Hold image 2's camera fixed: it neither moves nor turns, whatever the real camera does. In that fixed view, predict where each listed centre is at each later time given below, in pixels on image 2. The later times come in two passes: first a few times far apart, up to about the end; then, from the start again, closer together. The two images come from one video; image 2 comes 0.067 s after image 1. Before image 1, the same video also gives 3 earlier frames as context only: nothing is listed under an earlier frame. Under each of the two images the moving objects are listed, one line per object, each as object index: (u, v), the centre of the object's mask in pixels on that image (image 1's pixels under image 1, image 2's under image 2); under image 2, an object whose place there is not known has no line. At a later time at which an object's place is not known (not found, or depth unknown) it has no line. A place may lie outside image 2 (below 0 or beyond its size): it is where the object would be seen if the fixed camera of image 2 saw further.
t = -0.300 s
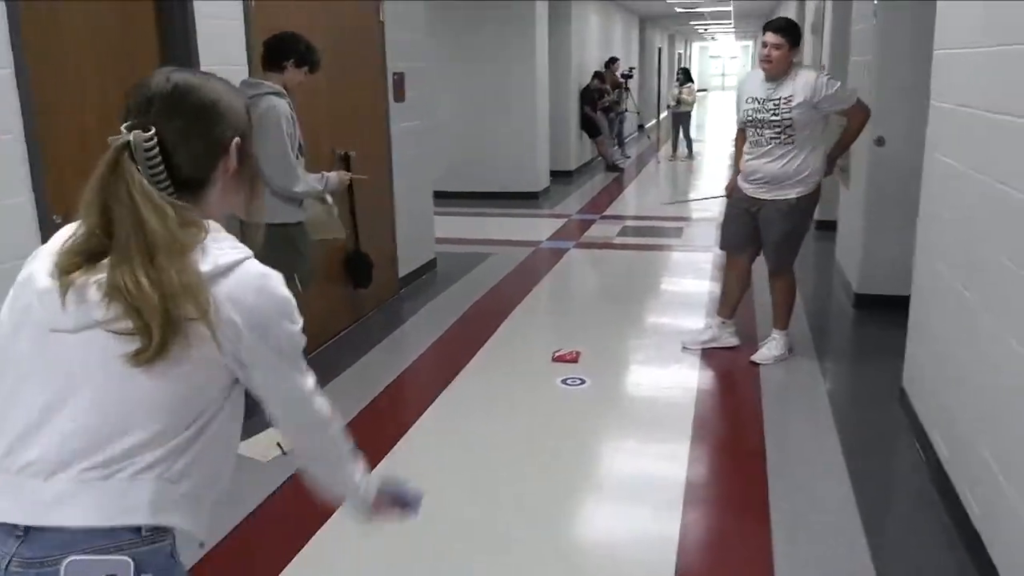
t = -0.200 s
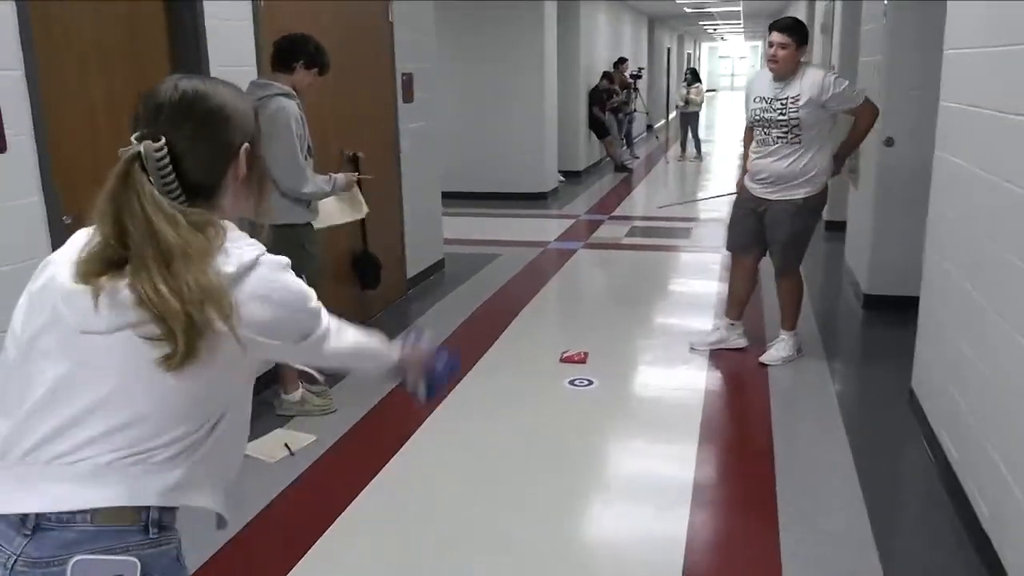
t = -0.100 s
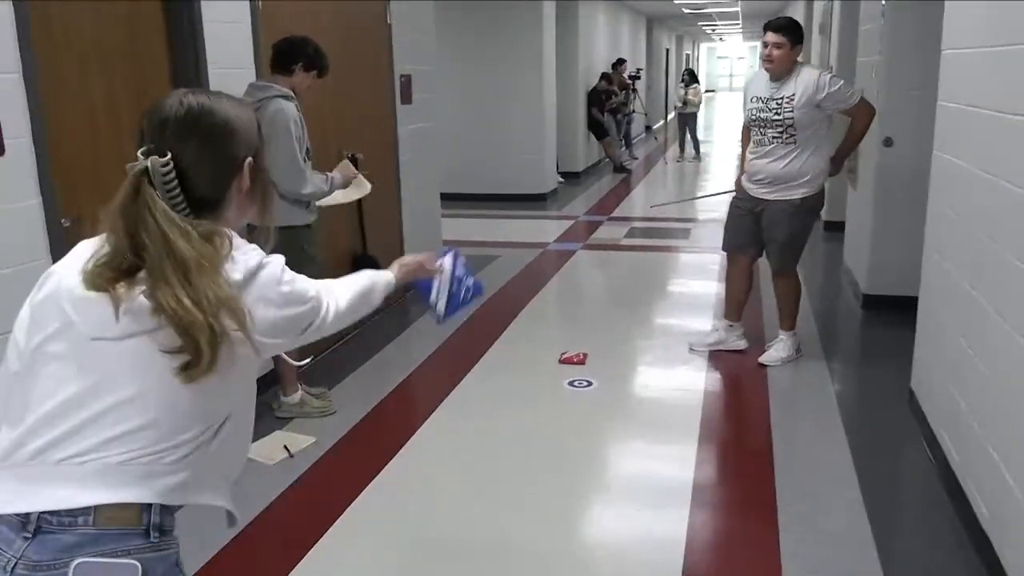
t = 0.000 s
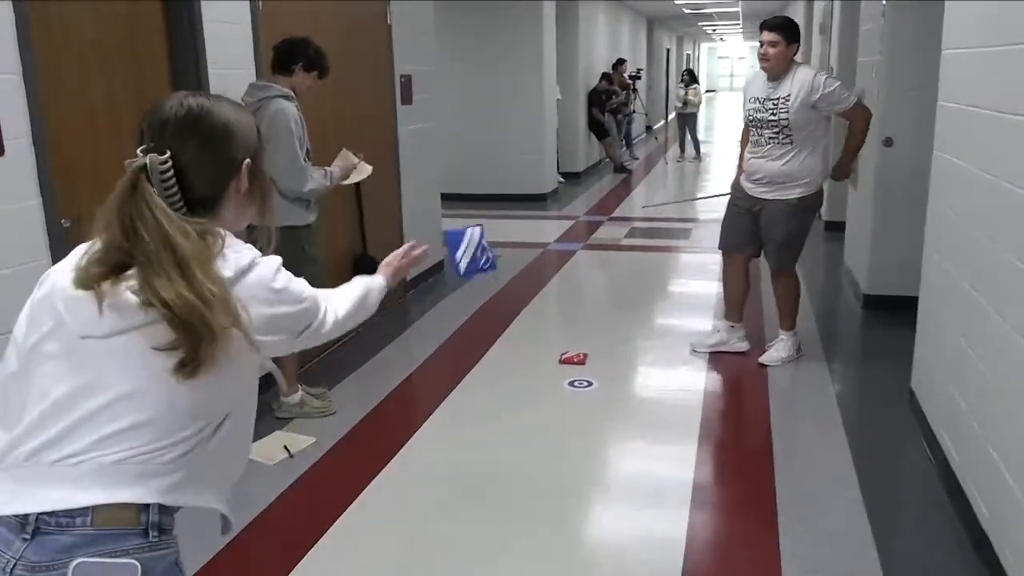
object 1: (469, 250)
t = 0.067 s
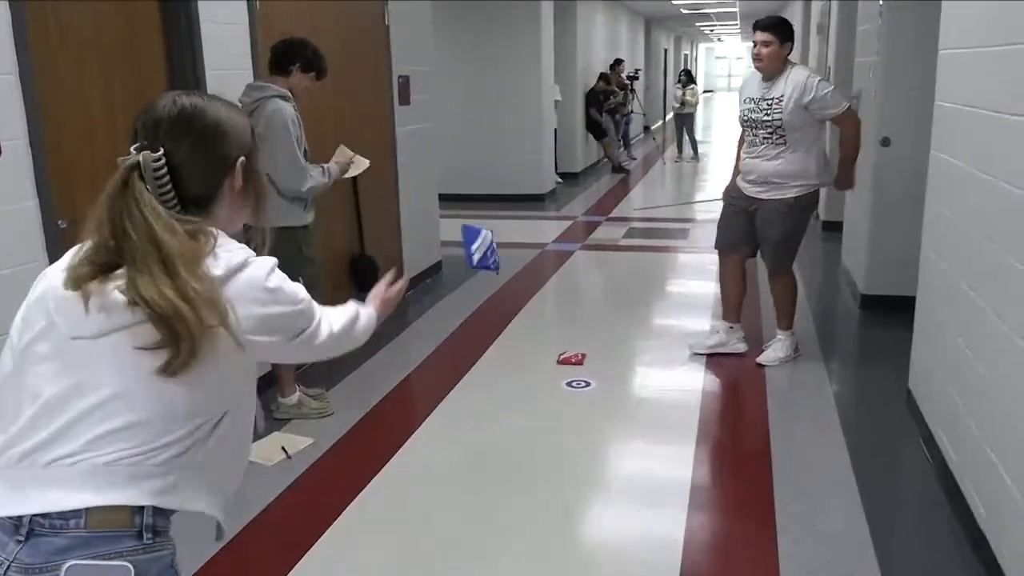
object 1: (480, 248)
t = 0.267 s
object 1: (514, 309)
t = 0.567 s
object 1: (545, 398)
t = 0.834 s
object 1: (550, 390)
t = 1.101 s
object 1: (550, 390)
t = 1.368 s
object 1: (550, 389)
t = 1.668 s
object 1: (551, 390)
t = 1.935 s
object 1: (551, 390)
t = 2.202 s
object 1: (551, 389)
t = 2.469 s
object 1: (551, 389)
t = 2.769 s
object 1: (551, 390)
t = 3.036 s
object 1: (551, 389)
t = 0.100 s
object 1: (486, 252)
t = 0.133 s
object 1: (492, 258)
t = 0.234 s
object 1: (509, 293)
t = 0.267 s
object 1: (514, 309)
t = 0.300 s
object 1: (518, 326)
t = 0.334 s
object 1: (522, 344)
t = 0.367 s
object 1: (526, 364)
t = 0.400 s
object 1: (530, 384)
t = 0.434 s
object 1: (535, 408)
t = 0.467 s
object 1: (538, 408)
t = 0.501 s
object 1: (541, 404)
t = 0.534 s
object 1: (542, 401)
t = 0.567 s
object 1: (545, 398)
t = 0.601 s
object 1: (546, 396)
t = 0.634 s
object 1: (548, 394)
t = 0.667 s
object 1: (549, 392)
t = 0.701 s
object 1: (549, 391)
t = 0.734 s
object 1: (550, 390)
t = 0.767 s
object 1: (550, 390)
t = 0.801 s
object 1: (550, 390)
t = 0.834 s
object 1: (550, 390)
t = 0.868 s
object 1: (550, 390)
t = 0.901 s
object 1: (550, 390)
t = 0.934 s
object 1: (550, 390)
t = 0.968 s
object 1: (550, 390)
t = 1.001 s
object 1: (550, 390)
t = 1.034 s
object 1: (550, 390)
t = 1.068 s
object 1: (550, 390)
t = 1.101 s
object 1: (550, 390)
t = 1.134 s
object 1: (550, 390)
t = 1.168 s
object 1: (550, 389)
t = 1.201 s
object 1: (551, 389)
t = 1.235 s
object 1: (550, 389)
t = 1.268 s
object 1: (550, 389)
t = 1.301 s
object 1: (550, 389)
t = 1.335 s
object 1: (550, 389)
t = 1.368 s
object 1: (550, 389)
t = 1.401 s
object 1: (550, 389)
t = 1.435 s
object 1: (550, 389)
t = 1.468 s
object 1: (550, 389)
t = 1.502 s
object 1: (550, 389)
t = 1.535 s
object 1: (550, 389)
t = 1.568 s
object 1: (551, 389)
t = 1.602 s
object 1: (551, 389)
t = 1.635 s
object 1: (551, 389)
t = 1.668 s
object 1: (551, 390)
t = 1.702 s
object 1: (551, 390)
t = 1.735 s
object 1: (551, 389)
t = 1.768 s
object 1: (550, 390)
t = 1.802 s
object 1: (551, 389)
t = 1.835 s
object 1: (550, 389)
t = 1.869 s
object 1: (551, 389)
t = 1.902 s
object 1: (551, 390)
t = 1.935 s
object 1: (551, 390)
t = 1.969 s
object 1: (551, 389)
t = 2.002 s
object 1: (551, 390)
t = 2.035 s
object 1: (551, 390)
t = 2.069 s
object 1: (551, 389)
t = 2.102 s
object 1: (551, 389)
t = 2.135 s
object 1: (551, 390)
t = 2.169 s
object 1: (551, 389)
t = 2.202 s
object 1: (551, 389)
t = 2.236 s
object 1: (551, 389)
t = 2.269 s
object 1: (551, 389)
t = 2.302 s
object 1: (551, 389)
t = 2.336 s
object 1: (551, 389)
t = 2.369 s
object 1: (551, 389)
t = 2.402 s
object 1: (551, 389)
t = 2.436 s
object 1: (551, 389)
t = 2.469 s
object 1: (551, 389)
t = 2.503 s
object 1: (551, 389)
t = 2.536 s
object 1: (551, 389)
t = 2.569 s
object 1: (551, 390)
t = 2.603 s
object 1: (551, 389)
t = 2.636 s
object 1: (551, 389)
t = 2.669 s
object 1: (551, 389)
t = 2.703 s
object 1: (551, 390)
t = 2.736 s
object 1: (551, 390)
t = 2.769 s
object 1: (551, 390)
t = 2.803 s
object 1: (551, 389)
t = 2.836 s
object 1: (551, 389)
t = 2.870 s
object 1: (551, 389)
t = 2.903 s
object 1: (551, 389)
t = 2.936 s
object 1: (551, 389)
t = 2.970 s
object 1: (551, 389)
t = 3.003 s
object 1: (551, 389)
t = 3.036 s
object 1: (551, 389)
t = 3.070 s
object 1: (551, 389)
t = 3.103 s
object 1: (551, 389)
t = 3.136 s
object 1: (551, 389)
